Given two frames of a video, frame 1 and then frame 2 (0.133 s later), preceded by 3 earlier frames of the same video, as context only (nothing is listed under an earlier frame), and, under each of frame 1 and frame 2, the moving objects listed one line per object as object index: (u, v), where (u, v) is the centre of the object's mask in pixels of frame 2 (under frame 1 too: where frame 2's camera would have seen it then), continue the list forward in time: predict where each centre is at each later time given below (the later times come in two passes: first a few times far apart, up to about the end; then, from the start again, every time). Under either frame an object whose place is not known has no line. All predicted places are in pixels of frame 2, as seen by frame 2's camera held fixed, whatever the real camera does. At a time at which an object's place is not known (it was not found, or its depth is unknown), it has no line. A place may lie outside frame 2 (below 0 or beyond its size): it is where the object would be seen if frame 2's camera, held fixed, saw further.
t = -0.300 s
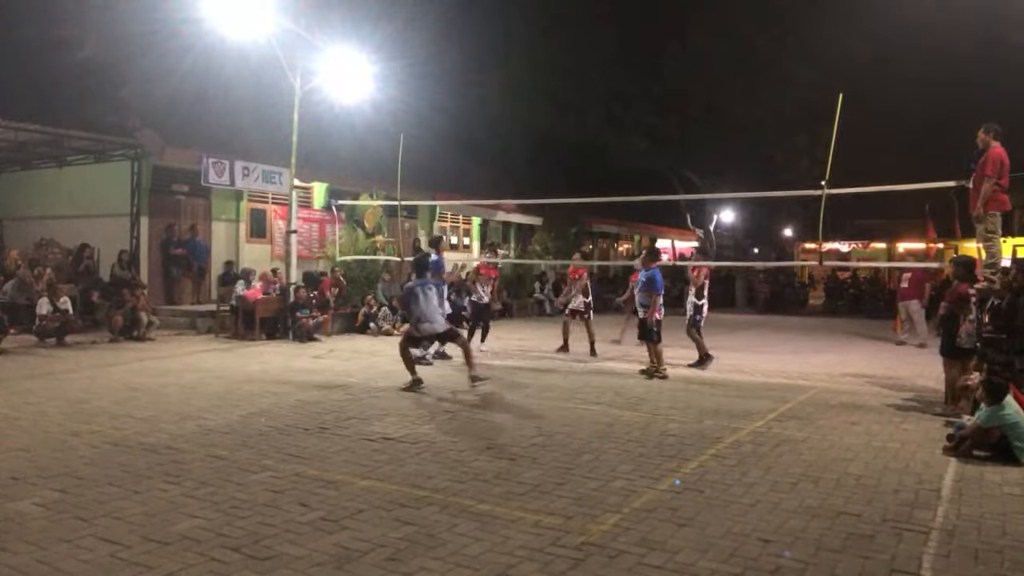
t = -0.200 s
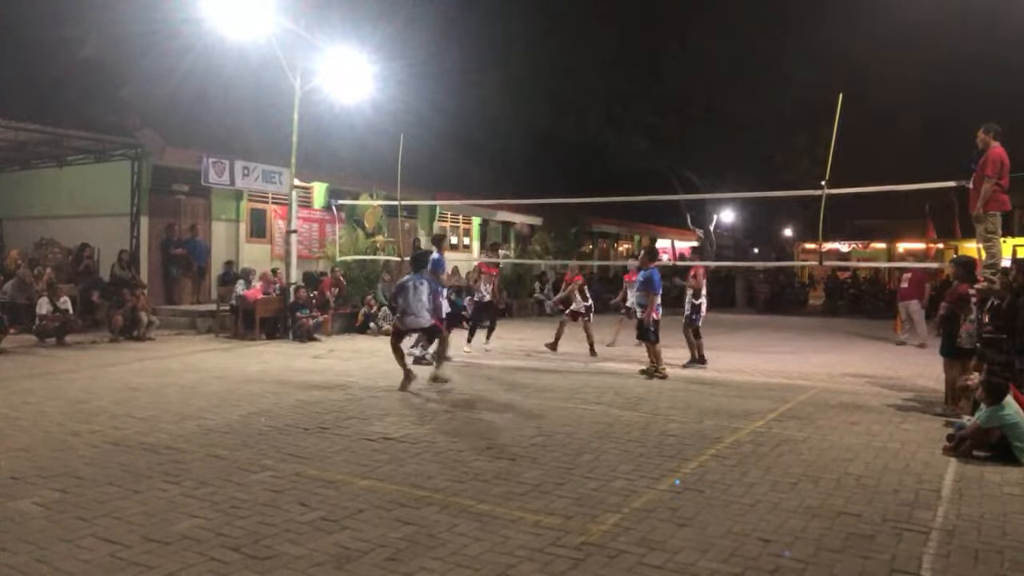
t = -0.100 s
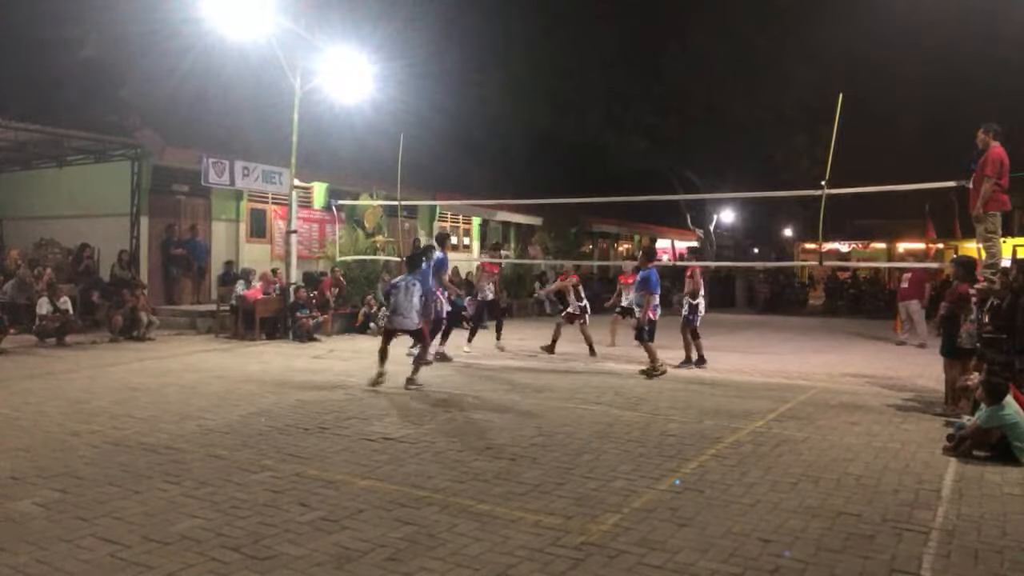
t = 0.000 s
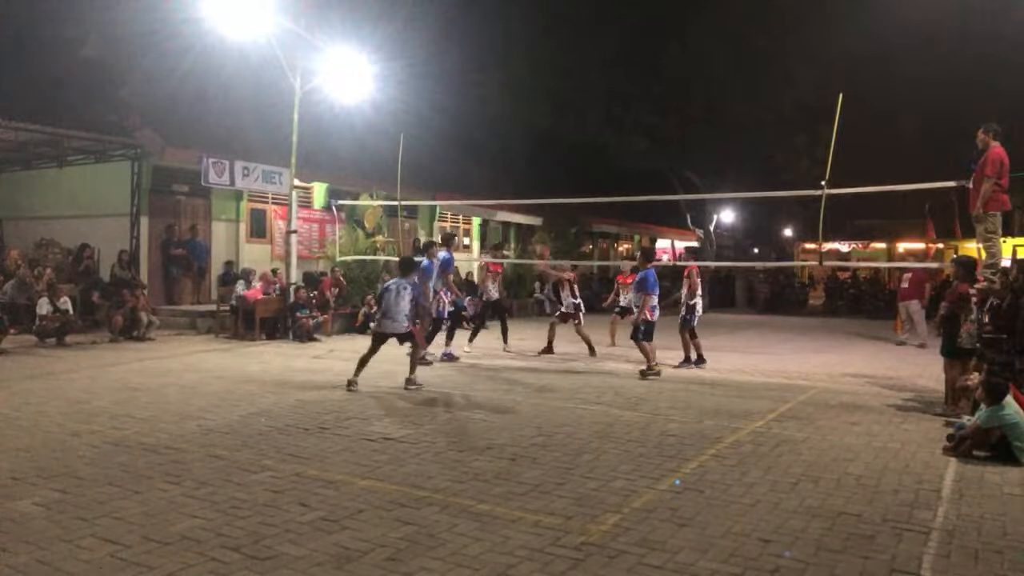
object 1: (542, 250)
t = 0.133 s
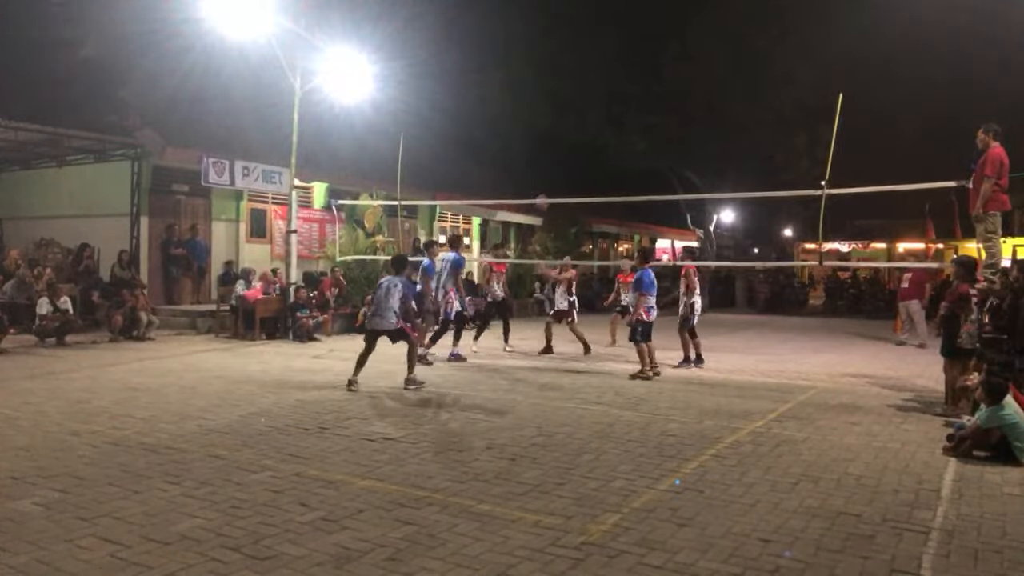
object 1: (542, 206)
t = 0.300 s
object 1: (541, 160)
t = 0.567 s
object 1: (539, 129)
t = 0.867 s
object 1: (536, 146)
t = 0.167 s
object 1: (542, 192)
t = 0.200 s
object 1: (542, 183)
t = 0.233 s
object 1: (542, 175)
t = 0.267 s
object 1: (541, 167)
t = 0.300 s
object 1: (541, 160)
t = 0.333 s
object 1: (540, 154)
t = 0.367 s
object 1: (540, 148)
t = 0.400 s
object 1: (540, 143)
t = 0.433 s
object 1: (540, 139)
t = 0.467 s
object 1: (540, 135)
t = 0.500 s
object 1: (539, 132)
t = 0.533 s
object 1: (539, 130)
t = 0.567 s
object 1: (539, 129)
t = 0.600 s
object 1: (539, 128)
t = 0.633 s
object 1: (538, 128)
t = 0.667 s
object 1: (538, 129)
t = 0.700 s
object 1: (538, 130)
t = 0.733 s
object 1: (537, 132)
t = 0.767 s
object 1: (537, 134)
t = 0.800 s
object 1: (537, 138)
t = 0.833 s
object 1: (537, 142)
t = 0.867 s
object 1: (536, 146)
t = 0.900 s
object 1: (536, 151)
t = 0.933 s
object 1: (535, 157)
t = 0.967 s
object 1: (535, 163)
